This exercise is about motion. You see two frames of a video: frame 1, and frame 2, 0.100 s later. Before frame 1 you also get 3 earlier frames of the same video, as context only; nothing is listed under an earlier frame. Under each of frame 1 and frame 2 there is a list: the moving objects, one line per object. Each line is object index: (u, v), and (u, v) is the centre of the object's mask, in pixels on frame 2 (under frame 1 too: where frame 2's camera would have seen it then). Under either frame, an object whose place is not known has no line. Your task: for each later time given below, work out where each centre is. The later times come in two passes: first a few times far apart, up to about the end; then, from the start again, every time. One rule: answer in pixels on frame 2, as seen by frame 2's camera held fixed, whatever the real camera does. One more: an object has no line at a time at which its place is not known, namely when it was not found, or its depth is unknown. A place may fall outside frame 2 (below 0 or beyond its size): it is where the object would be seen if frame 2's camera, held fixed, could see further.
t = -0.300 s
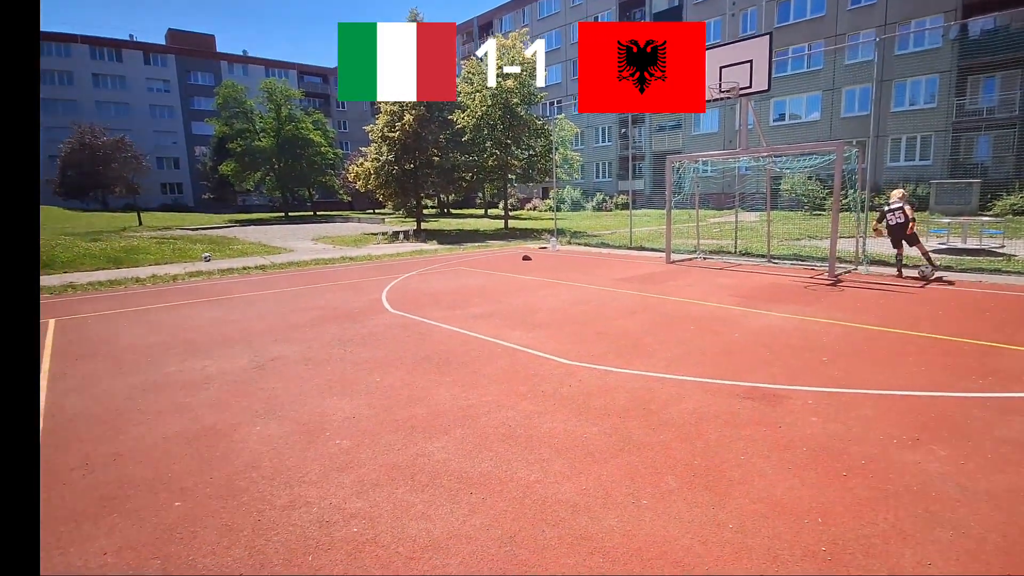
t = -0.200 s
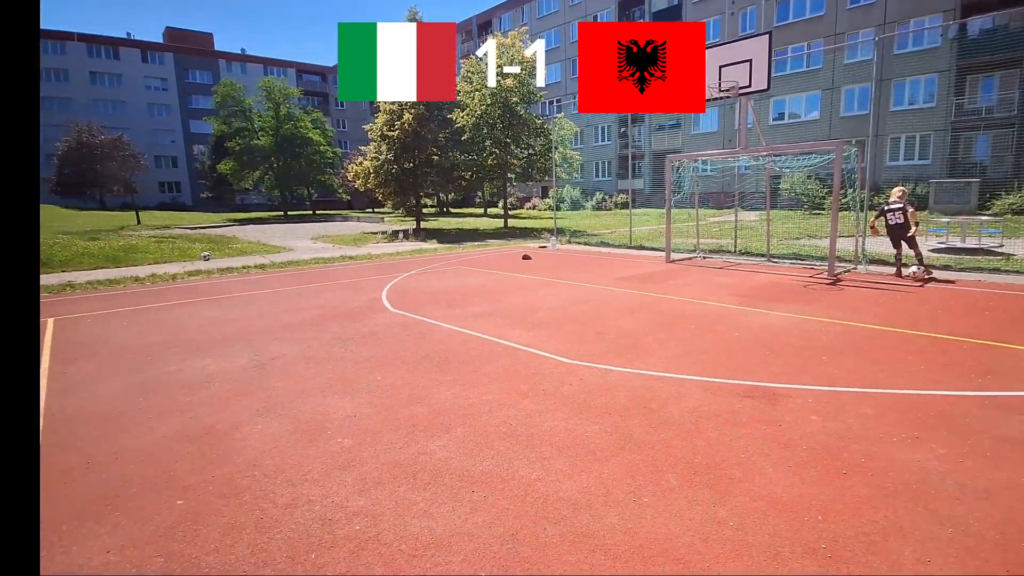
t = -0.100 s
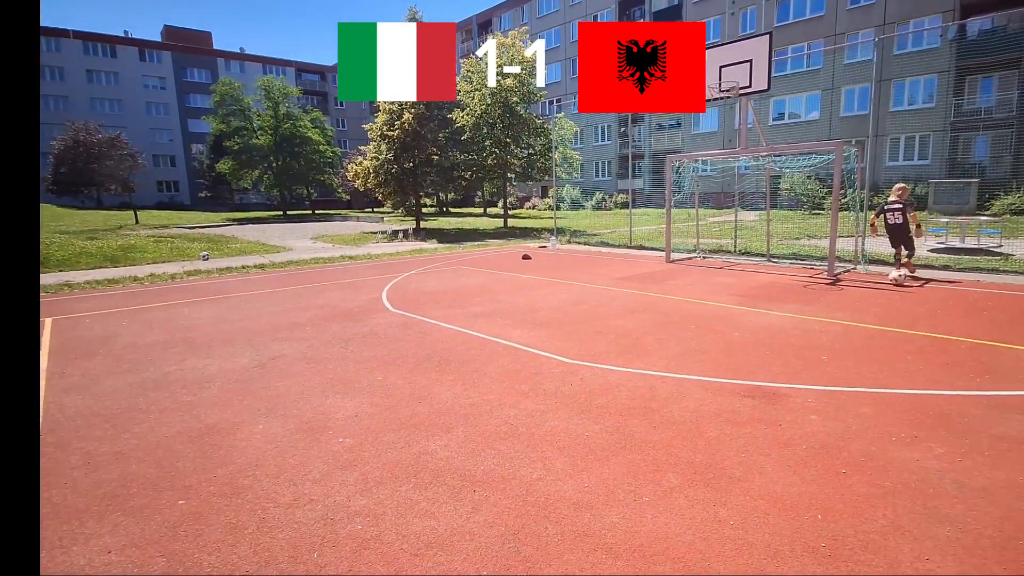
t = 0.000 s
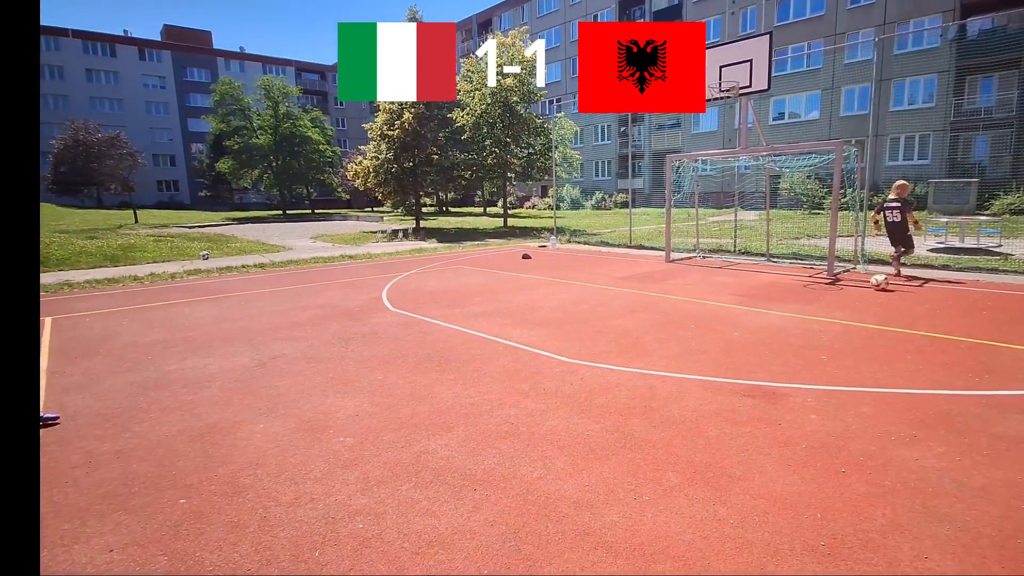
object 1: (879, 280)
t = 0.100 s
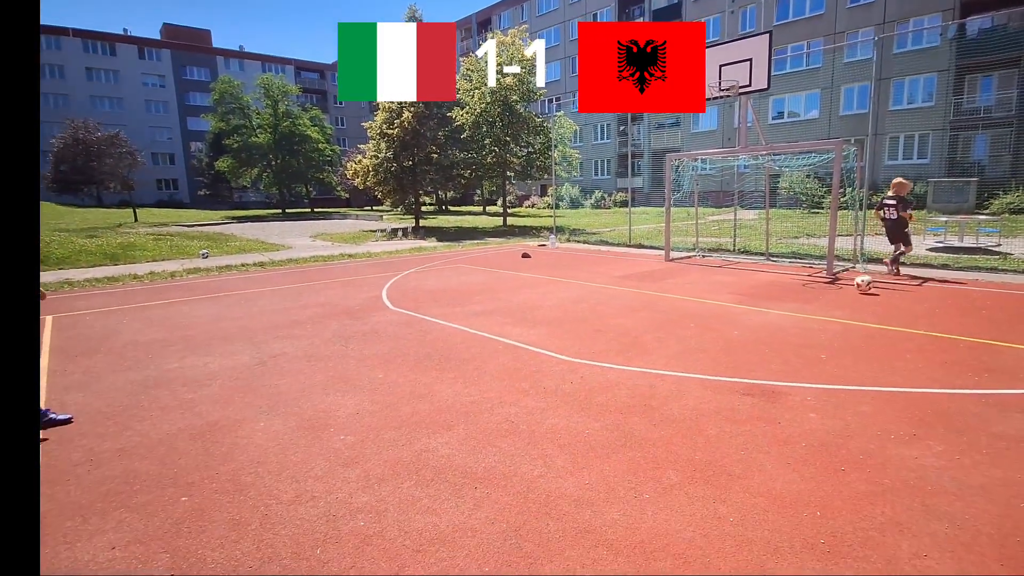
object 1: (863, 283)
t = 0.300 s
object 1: (832, 292)
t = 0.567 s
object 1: (786, 303)
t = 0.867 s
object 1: (724, 317)
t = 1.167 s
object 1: (649, 334)
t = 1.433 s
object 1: (567, 352)
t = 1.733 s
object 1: (455, 376)
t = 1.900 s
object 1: (379, 392)
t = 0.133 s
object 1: (858, 286)
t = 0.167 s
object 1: (852, 287)
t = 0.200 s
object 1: (848, 288)
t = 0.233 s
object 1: (842, 289)
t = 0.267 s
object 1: (838, 291)
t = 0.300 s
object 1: (832, 292)
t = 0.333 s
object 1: (827, 292)
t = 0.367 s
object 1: (821, 294)
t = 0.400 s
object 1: (816, 297)
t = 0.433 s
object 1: (810, 297)
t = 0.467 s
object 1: (804, 298)
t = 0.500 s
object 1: (798, 301)
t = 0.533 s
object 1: (792, 302)
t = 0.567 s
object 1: (786, 303)
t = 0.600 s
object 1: (779, 305)
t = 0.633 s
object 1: (773, 307)
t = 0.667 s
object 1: (767, 308)
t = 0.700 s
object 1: (760, 309)
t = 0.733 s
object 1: (753, 311)
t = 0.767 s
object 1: (746, 312)
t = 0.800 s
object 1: (739, 314)
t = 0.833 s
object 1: (731, 315)
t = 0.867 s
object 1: (724, 317)
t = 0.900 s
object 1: (716, 318)
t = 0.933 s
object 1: (709, 320)
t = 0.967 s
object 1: (701, 322)
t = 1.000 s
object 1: (692, 323)
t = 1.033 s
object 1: (684, 325)
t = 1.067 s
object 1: (676, 328)
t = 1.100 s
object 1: (667, 330)
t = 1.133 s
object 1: (658, 332)
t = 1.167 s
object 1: (649, 334)
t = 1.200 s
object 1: (639, 337)
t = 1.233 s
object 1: (630, 338)
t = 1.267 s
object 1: (620, 340)
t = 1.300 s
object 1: (610, 342)
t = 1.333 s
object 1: (599, 345)
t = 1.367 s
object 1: (589, 347)
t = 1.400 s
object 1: (578, 349)
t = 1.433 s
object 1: (567, 352)
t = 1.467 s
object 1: (556, 354)
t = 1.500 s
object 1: (545, 357)
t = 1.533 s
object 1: (533, 359)
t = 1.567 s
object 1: (520, 361)
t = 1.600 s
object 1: (507, 364)
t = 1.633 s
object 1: (495, 367)
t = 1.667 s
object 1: (482, 369)
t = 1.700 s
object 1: (468, 373)
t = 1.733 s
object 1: (455, 376)
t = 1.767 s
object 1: (441, 379)
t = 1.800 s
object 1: (426, 382)
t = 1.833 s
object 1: (410, 385)
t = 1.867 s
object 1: (395, 389)
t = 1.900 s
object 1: (379, 392)
